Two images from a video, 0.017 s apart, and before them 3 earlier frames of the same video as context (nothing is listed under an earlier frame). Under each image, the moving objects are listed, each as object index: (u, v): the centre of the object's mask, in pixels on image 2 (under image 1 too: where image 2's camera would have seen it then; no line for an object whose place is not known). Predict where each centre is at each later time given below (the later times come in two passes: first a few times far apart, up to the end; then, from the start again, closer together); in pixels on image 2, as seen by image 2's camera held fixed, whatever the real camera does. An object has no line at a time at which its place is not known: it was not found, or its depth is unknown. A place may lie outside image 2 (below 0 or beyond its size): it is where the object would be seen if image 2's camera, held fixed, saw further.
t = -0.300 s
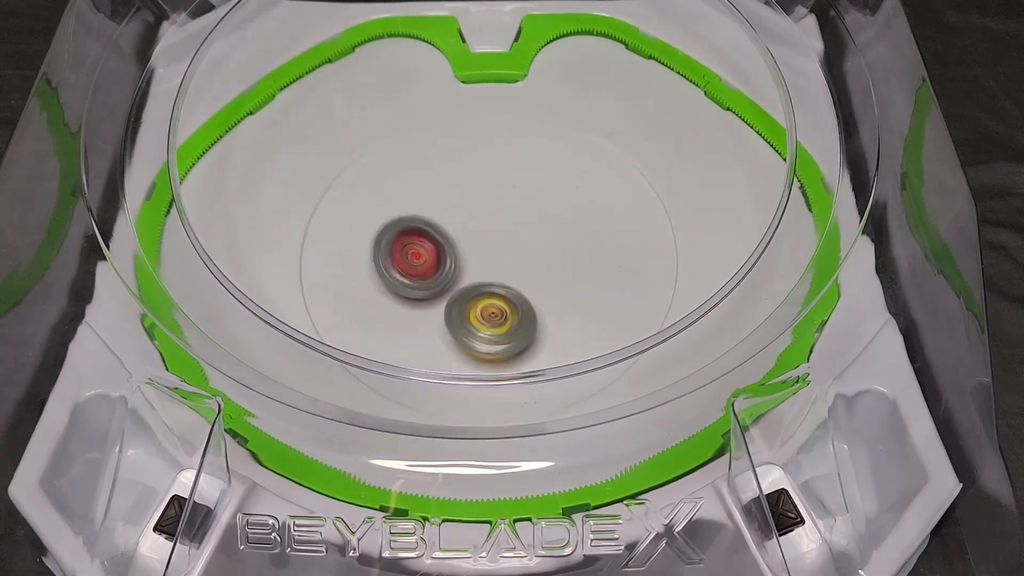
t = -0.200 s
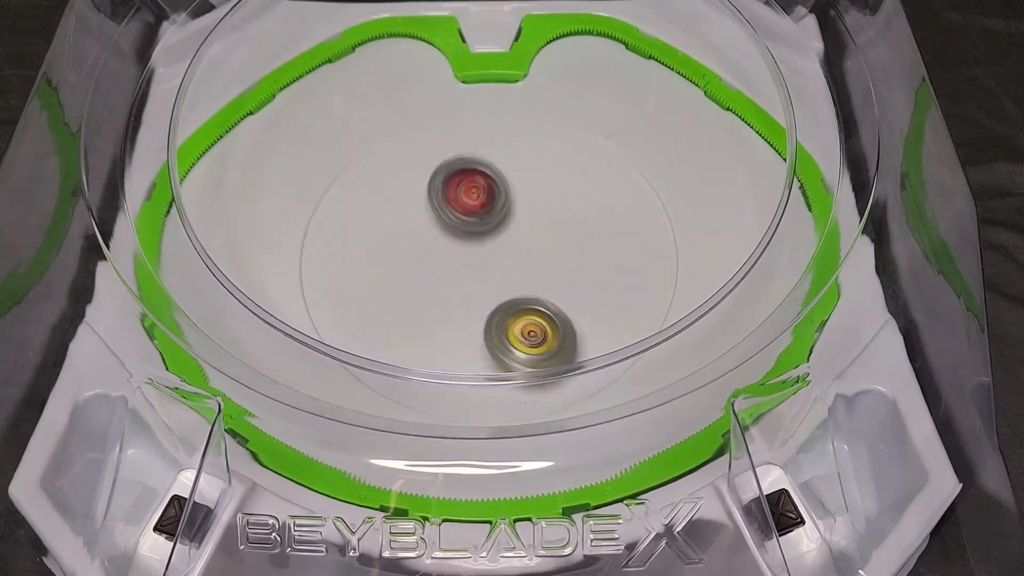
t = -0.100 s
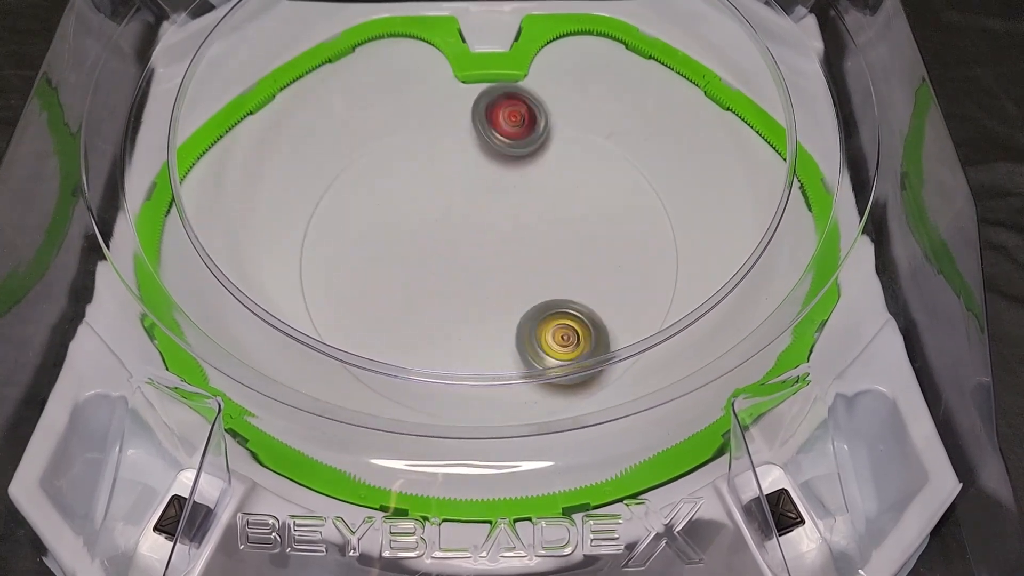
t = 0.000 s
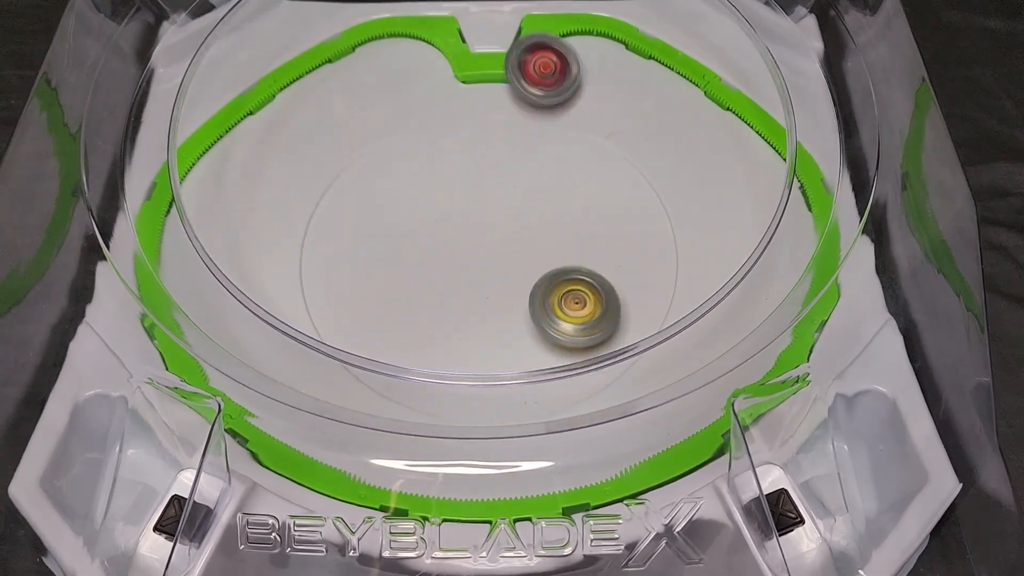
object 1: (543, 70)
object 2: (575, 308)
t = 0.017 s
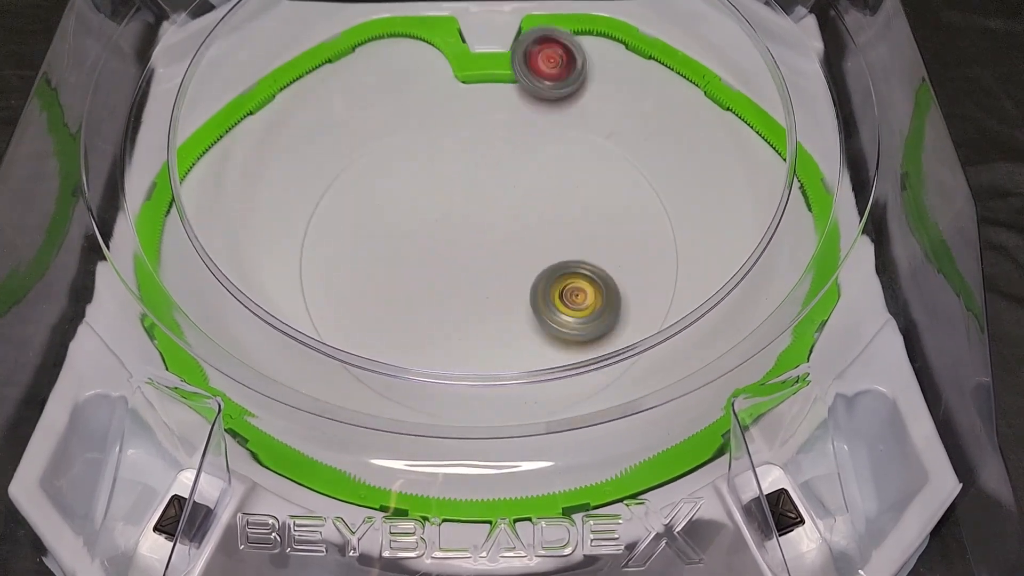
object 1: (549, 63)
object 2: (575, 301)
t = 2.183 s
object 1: (385, 150)
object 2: (522, 208)
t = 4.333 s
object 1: (327, 229)
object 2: (518, 240)
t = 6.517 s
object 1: (372, 311)
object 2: (198, 223)
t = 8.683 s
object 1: (420, 143)
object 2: (570, 329)
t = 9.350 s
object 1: (631, 31)
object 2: (369, 433)
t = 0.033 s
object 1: (555, 57)
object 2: (576, 295)
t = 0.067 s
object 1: (570, 45)
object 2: (575, 283)
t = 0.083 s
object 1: (578, 39)
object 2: (575, 277)
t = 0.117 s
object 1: (596, 30)
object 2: (573, 265)
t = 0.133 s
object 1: (605, 28)
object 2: (573, 258)
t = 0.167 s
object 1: (602, 37)
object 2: (571, 247)
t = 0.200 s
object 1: (592, 56)
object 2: (568, 237)
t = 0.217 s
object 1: (587, 67)
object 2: (567, 232)
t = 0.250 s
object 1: (577, 86)
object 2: (563, 223)
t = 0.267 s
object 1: (572, 98)
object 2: (561, 219)
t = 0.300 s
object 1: (563, 117)
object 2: (557, 211)
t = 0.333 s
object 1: (552, 137)
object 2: (553, 204)
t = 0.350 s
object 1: (551, 140)
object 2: (545, 217)
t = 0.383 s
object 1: (551, 122)
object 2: (524, 251)
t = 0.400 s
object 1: (551, 117)
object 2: (511, 268)
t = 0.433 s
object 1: (550, 108)
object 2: (487, 299)
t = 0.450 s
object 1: (550, 105)
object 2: (475, 312)
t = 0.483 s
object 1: (549, 100)
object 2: (453, 332)
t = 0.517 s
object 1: (550, 99)
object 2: (436, 342)
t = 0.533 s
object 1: (550, 99)
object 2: (428, 355)
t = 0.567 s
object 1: (553, 102)
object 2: (418, 366)
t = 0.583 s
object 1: (554, 104)
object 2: (416, 369)
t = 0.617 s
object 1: (557, 111)
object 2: (416, 383)
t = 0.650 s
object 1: (562, 123)
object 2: (421, 384)
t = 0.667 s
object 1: (564, 130)
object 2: (425, 384)
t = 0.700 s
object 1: (569, 147)
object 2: (433, 385)
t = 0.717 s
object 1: (572, 156)
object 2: (437, 372)
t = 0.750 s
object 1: (578, 175)
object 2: (447, 372)
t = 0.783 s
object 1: (585, 195)
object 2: (457, 365)
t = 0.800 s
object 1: (589, 204)
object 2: (461, 362)
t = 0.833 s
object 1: (596, 223)
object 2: (471, 350)
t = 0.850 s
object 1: (600, 233)
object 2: (475, 348)
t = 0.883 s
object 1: (606, 249)
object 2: (483, 345)
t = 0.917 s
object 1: (612, 264)
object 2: (489, 341)
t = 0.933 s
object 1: (615, 272)
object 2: (492, 338)
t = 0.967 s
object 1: (621, 285)
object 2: (495, 332)
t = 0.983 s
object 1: (624, 293)
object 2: (497, 328)
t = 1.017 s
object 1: (628, 305)
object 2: (498, 319)
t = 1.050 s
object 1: (630, 316)
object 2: (499, 310)
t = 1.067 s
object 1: (627, 321)
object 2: (500, 305)
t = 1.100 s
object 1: (612, 322)
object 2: (501, 295)
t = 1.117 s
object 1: (604, 323)
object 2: (500, 290)
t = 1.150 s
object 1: (590, 327)
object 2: (500, 280)
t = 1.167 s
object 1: (582, 330)
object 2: (500, 275)
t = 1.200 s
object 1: (565, 331)
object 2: (499, 265)
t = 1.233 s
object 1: (549, 332)
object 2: (497, 257)
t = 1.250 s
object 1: (540, 333)
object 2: (497, 254)
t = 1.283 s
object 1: (523, 332)
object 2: (495, 245)
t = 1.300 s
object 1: (514, 332)
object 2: (495, 241)
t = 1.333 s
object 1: (497, 329)
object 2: (493, 233)
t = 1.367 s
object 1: (480, 327)
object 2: (493, 225)
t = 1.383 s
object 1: (471, 325)
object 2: (493, 222)
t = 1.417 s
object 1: (455, 321)
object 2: (492, 215)
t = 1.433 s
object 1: (448, 319)
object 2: (492, 212)
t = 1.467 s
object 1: (433, 314)
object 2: (491, 207)
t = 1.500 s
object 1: (419, 311)
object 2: (490, 203)
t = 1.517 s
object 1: (412, 308)
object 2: (490, 201)
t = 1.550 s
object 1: (400, 302)
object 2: (490, 197)
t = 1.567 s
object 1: (393, 300)
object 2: (490, 195)
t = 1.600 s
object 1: (382, 293)
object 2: (491, 192)
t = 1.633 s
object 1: (371, 287)
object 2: (492, 189)
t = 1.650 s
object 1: (366, 284)
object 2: (493, 188)
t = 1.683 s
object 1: (356, 277)
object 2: (494, 187)
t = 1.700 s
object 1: (351, 274)
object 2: (494, 186)
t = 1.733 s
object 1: (343, 266)
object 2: (495, 185)
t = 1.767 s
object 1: (336, 258)
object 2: (497, 184)
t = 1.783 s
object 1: (333, 254)
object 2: (498, 184)
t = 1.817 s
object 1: (327, 245)
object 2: (500, 183)
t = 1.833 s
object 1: (324, 241)
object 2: (502, 184)
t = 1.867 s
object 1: (320, 232)
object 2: (505, 184)
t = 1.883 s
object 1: (317, 226)
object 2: (506, 185)
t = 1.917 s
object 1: (315, 216)
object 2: (509, 185)
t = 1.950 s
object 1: (323, 208)
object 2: (510, 187)
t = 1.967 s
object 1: (326, 204)
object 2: (511, 188)
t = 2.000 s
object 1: (334, 196)
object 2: (513, 190)
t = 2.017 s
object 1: (338, 191)
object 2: (514, 191)
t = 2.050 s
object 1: (347, 182)
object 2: (516, 194)
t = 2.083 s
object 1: (356, 174)
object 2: (518, 197)
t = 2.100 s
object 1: (361, 169)
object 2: (520, 199)
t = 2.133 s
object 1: (371, 161)
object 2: (521, 202)
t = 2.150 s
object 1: (375, 158)
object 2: (522, 205)
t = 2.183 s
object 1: (385, 150)
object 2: (522, 208)
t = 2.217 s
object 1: (395, 143)
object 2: (523, 212)
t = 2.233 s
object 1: (400, 140)
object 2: (523, 214)
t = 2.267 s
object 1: (410, 134)
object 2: (523, 219)
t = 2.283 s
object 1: (416, 131)
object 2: (523, 221)
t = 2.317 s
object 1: (425, 125)
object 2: (522, 225)
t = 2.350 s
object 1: (435, 119)
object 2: (520, 230)
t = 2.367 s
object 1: (440, 116)
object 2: (519, 232)
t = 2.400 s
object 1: (450, 110)
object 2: (517, 236)
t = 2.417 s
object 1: (455, 107)
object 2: (516, 238)
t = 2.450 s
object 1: (465, 103)
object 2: (513, 242)
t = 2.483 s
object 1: (476, 97)
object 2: (510, 246)
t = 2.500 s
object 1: (481, 94)
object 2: (508, 248)
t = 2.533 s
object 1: (492, 89)
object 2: (504, 252)
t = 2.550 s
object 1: (497, 87)
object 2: (502, 253)
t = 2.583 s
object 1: (509, 82)
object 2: (498, 256)
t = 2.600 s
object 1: (515, 81)
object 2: (496, 256)
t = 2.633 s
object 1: (528, 77)
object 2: (492, 258)
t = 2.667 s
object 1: (543, 75)
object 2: (487, 260)
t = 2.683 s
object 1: (550, 74)
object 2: (485, 261)
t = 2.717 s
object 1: (567, 72)
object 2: (481, 262)
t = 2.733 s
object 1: (575, 71)
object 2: (478, 262)
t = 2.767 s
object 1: (593, 70)
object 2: (475, 262)
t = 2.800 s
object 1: (610, 69)
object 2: (472, 261)
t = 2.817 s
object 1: (620, 68)
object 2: (471, 260)
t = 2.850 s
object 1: (639, 68)
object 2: (468, 258)
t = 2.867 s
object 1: (649, 68)
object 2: (467, 257)
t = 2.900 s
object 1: (669, 70)
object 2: (463, 255)
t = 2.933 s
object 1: (688, 72)
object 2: (460, 252)
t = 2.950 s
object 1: (698, 74)
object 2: (458, 250)
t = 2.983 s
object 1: (700, 81)
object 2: (455, 247)
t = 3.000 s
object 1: (691, 85)
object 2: (454, 245)
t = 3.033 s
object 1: (676, 92)
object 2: (452, 242)
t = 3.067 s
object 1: (663, 100)
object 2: (449, 239)
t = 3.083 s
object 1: (657, 104)
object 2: (448, 237)
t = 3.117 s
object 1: (648, 113)
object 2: (447, 233)
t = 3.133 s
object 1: (644, 118)
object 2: (446, 231)
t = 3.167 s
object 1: (638, 129)
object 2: (446, 226)
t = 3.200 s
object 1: (633, 143)
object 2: (445, 222)
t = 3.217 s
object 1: (630, 152)
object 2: (445, 220)
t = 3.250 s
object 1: (621, 169)
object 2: (445, 216)
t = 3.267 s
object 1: (615, 178)
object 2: (445, 214)
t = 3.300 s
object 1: (604, 195)
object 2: (445, 211)
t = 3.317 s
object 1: (597, 203)
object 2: (445, 209)
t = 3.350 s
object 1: (586, 221)
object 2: (446, 206)
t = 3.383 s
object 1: (575, 239)
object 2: (448, 203)
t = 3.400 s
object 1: (569, 247)
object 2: (450, 201)
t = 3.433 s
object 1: (558, 264)
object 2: (453, 198)
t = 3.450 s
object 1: (553, 272)
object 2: (454, 197)
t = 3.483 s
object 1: (543, 287)
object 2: (458, 194)
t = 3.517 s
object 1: (532, 303)
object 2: (461, 191)
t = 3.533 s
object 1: (527, 310)
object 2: (463, 190)
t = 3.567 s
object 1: (517, 324)
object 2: (467, 188)
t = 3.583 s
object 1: (512, 331)
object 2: (469, 186)
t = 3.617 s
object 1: (502, 341)
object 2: (474, 185)
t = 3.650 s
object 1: (491, 347)
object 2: (478, 184)
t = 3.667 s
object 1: (486, 351)
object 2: (481, 183)
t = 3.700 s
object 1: (475, 372)
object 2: (485, 183)
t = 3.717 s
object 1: (467, 387)
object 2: (488, 182)
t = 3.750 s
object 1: (458, 373)
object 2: (492, 182)
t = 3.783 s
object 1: (450, 373)
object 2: (497, 182)
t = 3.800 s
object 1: (446, 370)
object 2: (499, 183)
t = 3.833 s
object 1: (438, 363)
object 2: (504, 183)
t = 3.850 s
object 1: (434, 359)
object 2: (506, 184)
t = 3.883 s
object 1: (426, 347)
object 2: (510, 185)
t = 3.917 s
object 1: (416, 343)
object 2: (514, 187)
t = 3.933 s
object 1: (410, 341)
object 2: (516, 188)
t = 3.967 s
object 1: (399, 336)
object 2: (519, 191)
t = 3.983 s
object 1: (393, 334)
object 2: (520, 193)
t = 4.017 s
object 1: (381, 329)
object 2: (522, 196)
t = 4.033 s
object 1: (375, 325)
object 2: (523, 198)
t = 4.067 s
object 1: (362, 318)
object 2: (524, 201)
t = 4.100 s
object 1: (350, 310)
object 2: (525, 206)
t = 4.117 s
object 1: (344, 304)
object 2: (525, 208)
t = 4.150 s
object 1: (333, 294)
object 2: (526, 213)
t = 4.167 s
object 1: (327, 288)
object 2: (526, 215)
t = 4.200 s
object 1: (317, 276)
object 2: (525, 220)
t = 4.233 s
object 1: (315, 264)
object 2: (524, 225)
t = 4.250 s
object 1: (317, 258)
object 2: (523, 228)
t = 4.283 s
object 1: (321, 246)
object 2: (522, 233)
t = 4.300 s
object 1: (324, 241)
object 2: (521, 235)
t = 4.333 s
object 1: (327, 229)
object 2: (518, 240)
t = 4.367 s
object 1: (330, 218)
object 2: (515, 245)
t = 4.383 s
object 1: (331, 212)
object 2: (513, 246)
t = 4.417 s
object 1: (333, 201)
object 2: (509, 251)
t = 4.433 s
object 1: (334, 195)
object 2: (507, 253)
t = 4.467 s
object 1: (337, 183)
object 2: (503, 256)
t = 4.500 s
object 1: (340, 170)
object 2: (497, 259)
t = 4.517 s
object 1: (342, 164)
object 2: (495, 260)
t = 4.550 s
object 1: (347, 152)
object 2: (490, 262)
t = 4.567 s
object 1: (352, 149)
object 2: (487, 263)
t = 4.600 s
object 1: (363, 143)
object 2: (482, 264)
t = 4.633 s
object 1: (374, 137)
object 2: (477, 263)
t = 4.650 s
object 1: (379, 134)
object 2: (474, 264)
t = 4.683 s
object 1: (389, 127)
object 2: (469, 262)
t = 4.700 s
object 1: (393, 123)
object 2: (467, 262)
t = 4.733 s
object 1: (403, 118)
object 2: (461, 261)
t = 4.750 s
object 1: (408, 117)
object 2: (459, 260)
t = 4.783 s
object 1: (418, 116)
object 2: (453, 258)
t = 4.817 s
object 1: (428, 114)
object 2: (448, 255)
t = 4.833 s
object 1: (433, 113)
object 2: (446, 254)
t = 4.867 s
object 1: (445, 110)
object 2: (441, 251)
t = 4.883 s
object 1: (452, 108)
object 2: (440, 249)
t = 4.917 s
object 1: (466, 104)
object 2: (436, 245)
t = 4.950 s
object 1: (479, 100)
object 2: (433, 241)
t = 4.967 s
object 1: (485, 98)
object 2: (432, 239)
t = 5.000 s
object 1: (496, 94)
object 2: (431, 235)
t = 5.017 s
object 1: (502, 92)
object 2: (430, 232)
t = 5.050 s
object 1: (514, 89)
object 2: (430, 228)
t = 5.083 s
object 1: (525, 89)
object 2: (429, 223)
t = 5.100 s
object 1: (530, 89)
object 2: (430, 221)
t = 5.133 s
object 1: (541, 89)
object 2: (430, 217)
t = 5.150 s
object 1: (546, 89)
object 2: (431, 215)
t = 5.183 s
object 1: (557, 90)
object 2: (433, 210)
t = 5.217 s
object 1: (568, 90)
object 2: (435, 206)
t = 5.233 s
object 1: (574, 90)
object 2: (436, 204)
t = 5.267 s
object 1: (585, 90)
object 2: (439, 200)
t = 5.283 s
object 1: (591, 90)
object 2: (441, 198)
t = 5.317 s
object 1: (600, 89)
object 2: (444, 195)
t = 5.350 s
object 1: (609, 90)
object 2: (448, 192)
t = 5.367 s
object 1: (612, 92)
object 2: (450, 191)
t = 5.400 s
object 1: (619, 94)
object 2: (454, 188)
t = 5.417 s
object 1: (621, 95)
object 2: (456, 187)
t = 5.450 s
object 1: (624, 99)
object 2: (461, 187)
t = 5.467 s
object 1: (625, 101)
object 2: (463, 185)
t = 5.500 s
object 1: (626, 106)
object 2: (469, 185)
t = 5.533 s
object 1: (626, 111)
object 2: (474, 184)
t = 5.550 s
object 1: (626, 115)
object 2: (476, 184)
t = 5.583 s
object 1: (623, 120)
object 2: (482, 185)
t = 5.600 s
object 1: (620, 124)
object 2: (484, 185)
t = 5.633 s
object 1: (612, 134)
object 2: (490, 186)
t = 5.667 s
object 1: (595, 142)
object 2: (494, 187)
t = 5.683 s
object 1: (586, 145)
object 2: (496, 187)
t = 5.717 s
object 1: (574, 154)
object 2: (491, 191)
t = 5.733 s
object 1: (586, 154)
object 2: (465, 194)
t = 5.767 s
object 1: (604, 156)
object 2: (417, 209)
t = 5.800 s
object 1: (615, 162)
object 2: (373, 217)
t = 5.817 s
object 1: (618, 165)
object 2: (350, 222)
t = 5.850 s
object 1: (617, 175)
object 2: (314, 229)
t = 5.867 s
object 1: (614, 180)
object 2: (300, 232)
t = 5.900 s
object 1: (608, 192)
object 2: (282, 239)
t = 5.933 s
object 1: (600, 204)
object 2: (275, 248)
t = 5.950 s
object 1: (596, 210)
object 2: (272, 250)
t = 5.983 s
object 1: (587, 223)
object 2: (266, 258)
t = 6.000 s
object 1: (583, 229)
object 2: (262, 260)
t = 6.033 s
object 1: (573, 240)
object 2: (255, 262)
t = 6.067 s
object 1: (562, 251)
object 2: (245, 265)
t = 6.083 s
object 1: (556, 256)
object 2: (241, 266)
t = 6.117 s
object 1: (544, 266)
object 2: (233, 267)
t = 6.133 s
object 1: (538, 271)
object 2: (228, 267)
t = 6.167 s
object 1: (525, 280)
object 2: (221, 267)
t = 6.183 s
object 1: (518, 284)
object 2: (218, 267)
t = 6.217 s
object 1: (505, 292)
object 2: (211, 265)
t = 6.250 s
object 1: (491, 298)
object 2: (206, 262)
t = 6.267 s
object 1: (483, 301)
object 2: (203, 260)
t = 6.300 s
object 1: (468, 306)
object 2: (199, 257)
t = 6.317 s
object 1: (461, 308)
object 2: (197, 255)
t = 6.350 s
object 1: (446, 311)
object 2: (194, 250)
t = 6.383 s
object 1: (430, 313)
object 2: (193, 246)
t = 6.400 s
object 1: (423, 314)
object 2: (192, 243)
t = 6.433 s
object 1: (408, 314)
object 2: (192, 237)
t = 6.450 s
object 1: (400, 314)
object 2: (193, 235)
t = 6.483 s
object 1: (386, 313)
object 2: (195, 229)
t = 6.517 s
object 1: (372, 311)
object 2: (198, 223)
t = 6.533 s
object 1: (365, 309)
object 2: (200, 221)
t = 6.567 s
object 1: (352, 306)
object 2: (205, 215)
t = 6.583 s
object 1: (346, 303)
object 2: (208, 213)
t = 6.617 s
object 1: (337, 298)
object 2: (213, 208)
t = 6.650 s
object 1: (328, 290)
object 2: (220, 204)
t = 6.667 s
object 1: (323, 286)
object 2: (224, 202)
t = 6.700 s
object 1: (319, 279)
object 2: (231, 198)
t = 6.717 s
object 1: (317, 274)
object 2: (235, 197)
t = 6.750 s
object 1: (314, 265)
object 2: (243, 194)
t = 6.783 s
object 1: (315, 255)
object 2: (253, 192)
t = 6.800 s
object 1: (316, 250)
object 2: (258, 191)
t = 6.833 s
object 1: (323, 248)
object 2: (264, 183)
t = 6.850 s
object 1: (329, 248)
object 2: (268, 180)
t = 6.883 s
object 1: (343, 248)
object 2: (277, 174)
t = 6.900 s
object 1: (351, 247)
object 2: (283, 172)
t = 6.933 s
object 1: (367, 243)
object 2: (294, 171)
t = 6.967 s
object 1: (383, 239)
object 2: (304, 173)
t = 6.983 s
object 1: (391, 237)
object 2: (309, 173)
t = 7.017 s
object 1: (407, 232)
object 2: (322, 178)
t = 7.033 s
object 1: (415, 230)
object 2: (329, 181)
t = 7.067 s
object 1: (431, 224)
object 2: (342, 189)
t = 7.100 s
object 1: (446, 218)
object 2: (356, 198)
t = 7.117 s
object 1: (453, 216)
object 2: (362, 202)
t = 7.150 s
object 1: (467, 210)
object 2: (377, 212)
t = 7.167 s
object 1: (474, 208)
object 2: (384, 216)
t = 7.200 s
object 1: (488, 202)
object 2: (398, 226)
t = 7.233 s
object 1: (501, 196)
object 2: (411, 235)
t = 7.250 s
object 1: (508, 194)
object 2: (418, 239)
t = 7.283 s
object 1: (521, 189)
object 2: (430, 247)
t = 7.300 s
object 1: (528, 186)
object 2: (436, 252)
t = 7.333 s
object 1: (540, 181)
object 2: (446, 260)
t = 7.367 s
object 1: (552, 175)
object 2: (456, 267)
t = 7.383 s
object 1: (558, 173)
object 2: (460, 271)
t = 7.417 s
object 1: (569, 168)
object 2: (469, 278)
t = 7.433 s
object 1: (574, 165)
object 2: (474, 283)
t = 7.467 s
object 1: (584, 160)
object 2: (481, 289)
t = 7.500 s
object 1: (592, 154)
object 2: (487, 294)
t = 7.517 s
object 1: (594, 152)
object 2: (490, 297)
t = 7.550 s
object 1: (595, 147)
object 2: (495, 301)
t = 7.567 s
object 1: (594, 146)
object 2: (496, 303)
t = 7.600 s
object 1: (590, 146)
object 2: (499, 306)
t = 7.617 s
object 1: (586, 147)
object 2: (499, 308)
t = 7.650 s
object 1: (578, 152)
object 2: (501, 309)
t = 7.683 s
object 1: (569, 160)
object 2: (502, 310)
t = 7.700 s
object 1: (565, 165)
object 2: (502, 311)
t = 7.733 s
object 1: (555, 175)
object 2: (501, 311)
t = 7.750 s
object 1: (550, 180)
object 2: (500, 311)
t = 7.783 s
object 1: (541, 191)
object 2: (498, 310)
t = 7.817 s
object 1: (532, 202)
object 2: (496, 310)
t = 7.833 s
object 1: (527, 207)
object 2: (494, 309)
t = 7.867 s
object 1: (518, 218)
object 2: (491, 308)
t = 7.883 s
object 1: (513, 224)
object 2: (488, 307)
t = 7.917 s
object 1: (504, 233)
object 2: (484, 304)
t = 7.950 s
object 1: (501, 229)
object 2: (474, 315)
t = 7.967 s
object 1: (501, 224)
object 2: (467, 322)
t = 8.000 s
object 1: (498, 215)
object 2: (454, 332)
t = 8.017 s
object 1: (496, 211)
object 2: (449, 334)
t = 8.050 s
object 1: (490, 206)
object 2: (442, 334)
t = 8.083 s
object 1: (481, 202)
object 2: (438, 332)
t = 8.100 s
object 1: (477, 201)
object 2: (437, 331)
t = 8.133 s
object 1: (464, 198)
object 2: (435, 327)
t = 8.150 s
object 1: (458, 198)
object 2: (434, 324)
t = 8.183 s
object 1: (444, 197)
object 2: (434, 319)
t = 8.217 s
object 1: (431, 198)
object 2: (434, 313)
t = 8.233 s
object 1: (426, 199)
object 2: (434, 310)
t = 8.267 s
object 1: (415, 202)
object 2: (435, 303)
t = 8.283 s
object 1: (409, 206)
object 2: (436, 300)
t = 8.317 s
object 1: (401, 212)
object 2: (439, 293)
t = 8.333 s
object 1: (398, 215)
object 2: (440, 289)
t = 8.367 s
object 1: (393, 223)
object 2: (444, 282)
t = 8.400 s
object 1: (390, 212)
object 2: (460, 297)
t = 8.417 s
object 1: (388, 204)
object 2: (471, 312)
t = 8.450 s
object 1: (388, 191)
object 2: (490, 329)
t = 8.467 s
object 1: (389, 185)
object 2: (499, 334)
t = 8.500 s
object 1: (392, 176)
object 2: (515, 340)
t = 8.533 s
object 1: (394, 169)
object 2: (527, 340)
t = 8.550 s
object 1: (396, 166)
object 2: (532, 340)
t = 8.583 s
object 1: (400, 158)
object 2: (543, 337)
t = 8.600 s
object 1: (403, 156)
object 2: (549, 336)
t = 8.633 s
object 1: (409, 150)
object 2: (559, 334)
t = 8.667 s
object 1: (416, 145)
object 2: (567, 330)
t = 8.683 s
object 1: (420, 143)
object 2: (570, 329)
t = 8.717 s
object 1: (427, 140)
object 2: (576, 326)
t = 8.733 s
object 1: (431, 139)
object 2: (578, 325)
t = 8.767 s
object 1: (440, 137)
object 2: (581, 322)
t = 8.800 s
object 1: (450, 136)
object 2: (584, 318)
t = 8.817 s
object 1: (454, 137)
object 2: (585, 316)
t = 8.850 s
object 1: (463, 138)
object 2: (587, 312)
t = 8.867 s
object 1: (468, 139)
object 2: (588, 310)
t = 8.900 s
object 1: (477, 142)
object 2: (588, 305)
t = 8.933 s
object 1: (487, 145)
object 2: (587, 300)
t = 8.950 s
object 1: (491, 147)
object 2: (586, 298)
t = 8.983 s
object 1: (500, 151)
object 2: (584, 293)
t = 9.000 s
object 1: (504, 154)
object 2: (583, 290)
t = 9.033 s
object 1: (511, 159)
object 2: (580, 285)
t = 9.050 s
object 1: (514, 163)
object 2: (578, 282)
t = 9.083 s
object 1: (521, 169)
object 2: (574, 277)
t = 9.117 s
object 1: (526, 177)
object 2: (569, 271)
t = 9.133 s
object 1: (528, 181)
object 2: (567, 268)
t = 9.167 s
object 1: (532, 189)
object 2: (563, 263)
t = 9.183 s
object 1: (533, 193)
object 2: (560, 260)
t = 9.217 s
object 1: (557, 160)
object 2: (527, 304)
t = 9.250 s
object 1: (584, 120)
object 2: (488, 336)
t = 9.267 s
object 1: (597, 100)
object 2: (465, 368)
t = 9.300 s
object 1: (615, 68)
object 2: (427, 394)
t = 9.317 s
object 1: (623, 54)
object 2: (404, 412)
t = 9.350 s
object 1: (631, 31)
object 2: (369, 433)
